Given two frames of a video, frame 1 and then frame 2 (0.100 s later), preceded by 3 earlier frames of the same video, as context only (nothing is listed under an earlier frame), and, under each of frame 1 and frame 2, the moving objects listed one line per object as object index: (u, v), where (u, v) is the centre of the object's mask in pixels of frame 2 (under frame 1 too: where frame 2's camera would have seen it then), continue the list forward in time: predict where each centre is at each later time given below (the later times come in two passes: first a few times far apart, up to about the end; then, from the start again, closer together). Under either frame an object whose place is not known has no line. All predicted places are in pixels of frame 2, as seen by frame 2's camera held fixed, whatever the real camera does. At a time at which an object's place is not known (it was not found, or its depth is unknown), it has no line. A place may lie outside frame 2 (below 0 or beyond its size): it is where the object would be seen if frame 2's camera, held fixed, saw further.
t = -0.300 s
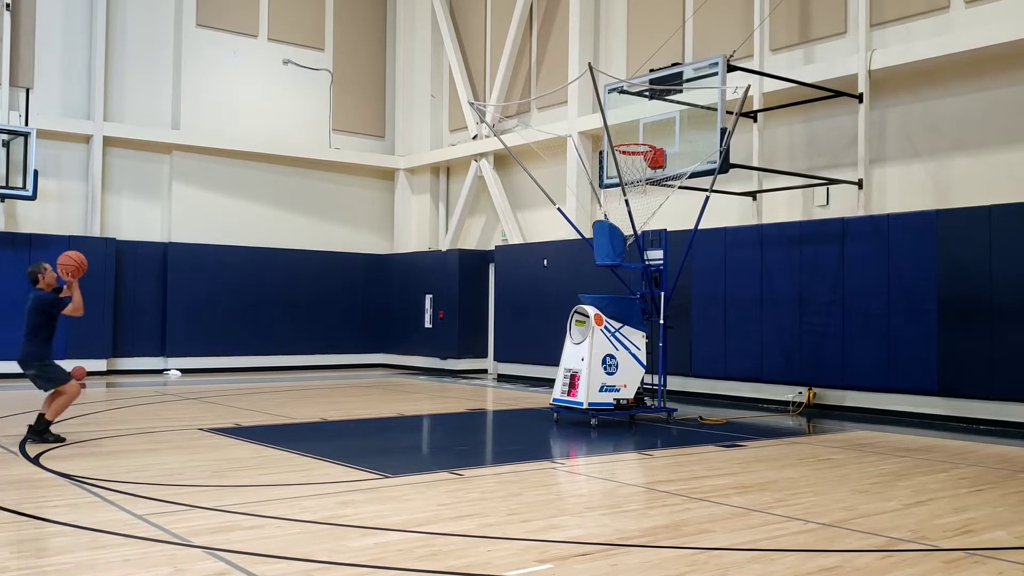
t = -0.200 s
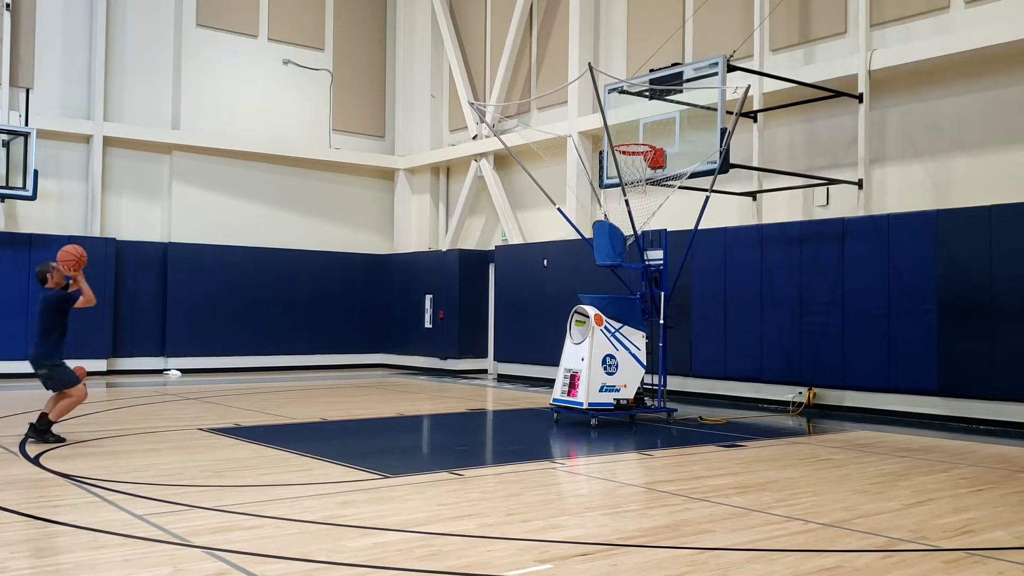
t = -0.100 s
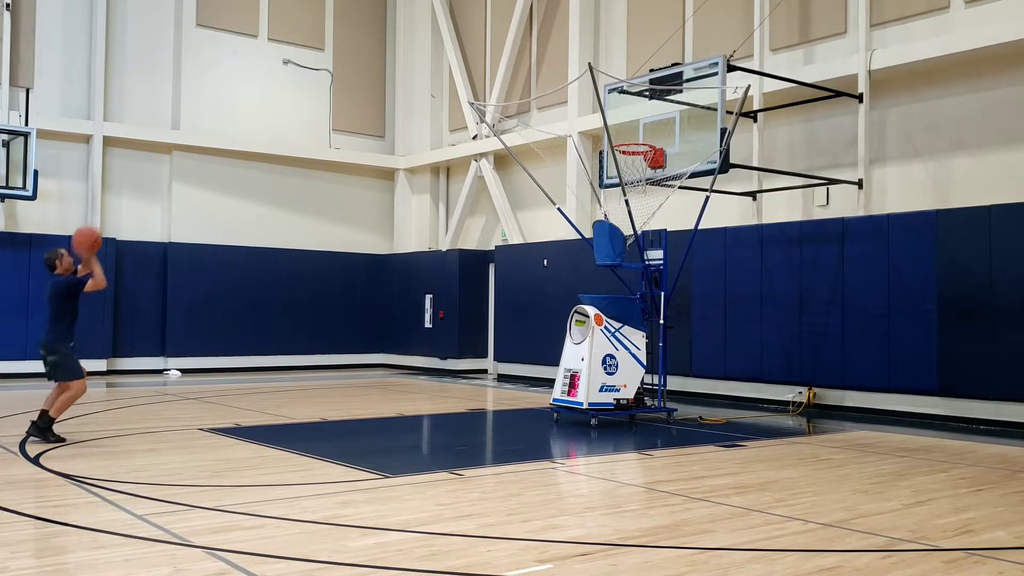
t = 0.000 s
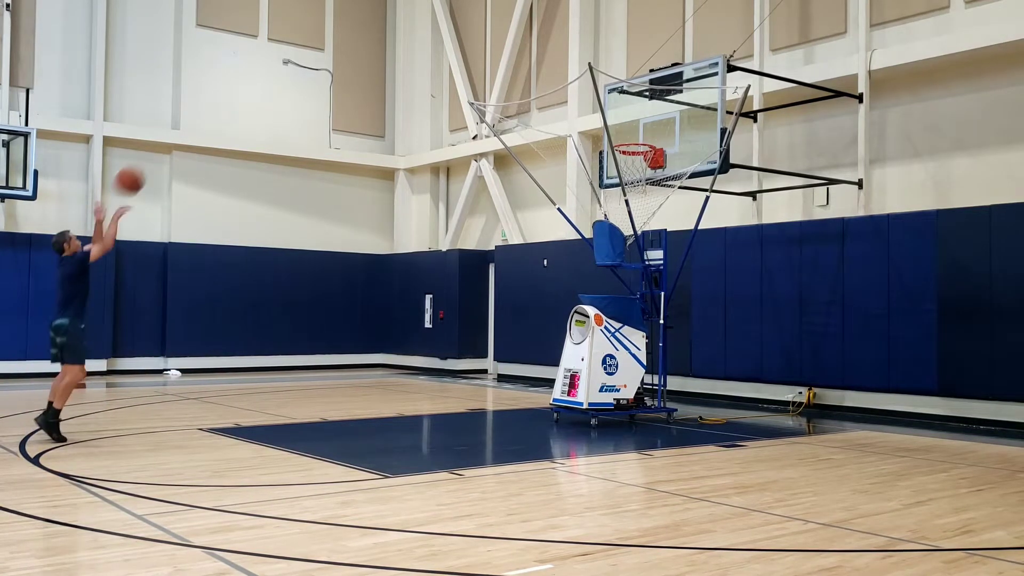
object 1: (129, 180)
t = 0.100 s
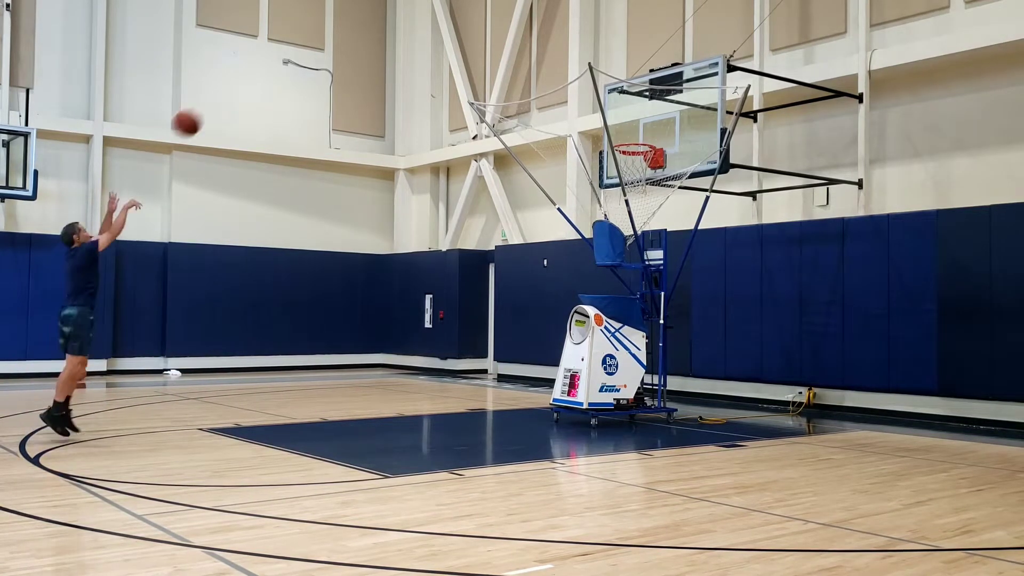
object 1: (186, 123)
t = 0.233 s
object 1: (259, 66)
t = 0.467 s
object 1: (370, 17)
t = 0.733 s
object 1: (482, 26)
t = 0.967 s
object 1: (569, 82)
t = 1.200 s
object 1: (644, 134)
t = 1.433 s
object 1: (664, 124)
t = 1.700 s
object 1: (665, 157)
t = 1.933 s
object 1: (638, 148)
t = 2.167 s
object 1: (608, 174)
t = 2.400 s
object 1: (585, 229)
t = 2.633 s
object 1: (604, 210)
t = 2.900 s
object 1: (636, 213)
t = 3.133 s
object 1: (642, 228)
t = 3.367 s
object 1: (625, 228)
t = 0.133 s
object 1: (206, 107)
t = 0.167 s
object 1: (224, 92)
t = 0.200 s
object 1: (241, 78)
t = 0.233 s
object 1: (259, 66)
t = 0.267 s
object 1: (276, 56)
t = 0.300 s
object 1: (293, 46)
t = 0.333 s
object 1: (309, 38)
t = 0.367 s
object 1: (324, 31)
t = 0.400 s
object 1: (340, 25)
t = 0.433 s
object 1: (355, 21)
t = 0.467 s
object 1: (370, 17)
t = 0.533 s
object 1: (399, 12)
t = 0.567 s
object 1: (414, 12)
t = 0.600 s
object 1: (428, 13)
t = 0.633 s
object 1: (442, 15)
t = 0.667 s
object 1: (455, 17)
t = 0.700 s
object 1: (469, 21)
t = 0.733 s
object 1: (482, 26)
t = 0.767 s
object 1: (495, 31)
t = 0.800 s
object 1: (508, 37)
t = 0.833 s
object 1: (520, 45)
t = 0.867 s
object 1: (532, 53)
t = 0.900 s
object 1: (545, 62)
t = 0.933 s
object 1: (557, 72)
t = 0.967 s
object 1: (569, 82)
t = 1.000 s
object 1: (581, 94)
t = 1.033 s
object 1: (590, 107)
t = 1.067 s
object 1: (603, 120)
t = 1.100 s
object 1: (616, 133)
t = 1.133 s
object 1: (624, 139)
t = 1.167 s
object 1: (634, 135)
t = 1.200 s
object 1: (644, 134)
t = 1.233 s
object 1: (653, 132)
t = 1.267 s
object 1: (663, 131)
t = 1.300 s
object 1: (664, 128)
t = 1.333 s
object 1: (664, 126)
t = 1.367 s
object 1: (664, 125)
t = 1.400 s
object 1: (664, 124)
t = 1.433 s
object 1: (664, 124)
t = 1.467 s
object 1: (665, 126)
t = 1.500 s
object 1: (665, 128)
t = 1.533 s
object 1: (665, 132)
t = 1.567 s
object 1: (666, 136)
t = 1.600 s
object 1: (666, 142)
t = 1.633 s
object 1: (666, 148)
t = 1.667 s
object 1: (667, 153)
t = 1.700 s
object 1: (665, 157)
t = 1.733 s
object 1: (662, 157)
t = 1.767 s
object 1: (658, 157)
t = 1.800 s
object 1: (655, 155)
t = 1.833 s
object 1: (651, 152)
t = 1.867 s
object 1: (646, 150)
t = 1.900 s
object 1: (642, 149)
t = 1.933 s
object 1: (638, 148)
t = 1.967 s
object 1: (633, 149)
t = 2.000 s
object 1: (629, 150)
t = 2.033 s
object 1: (625, 153)
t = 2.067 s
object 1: (622, 156)
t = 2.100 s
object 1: (618, 161)
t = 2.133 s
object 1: (613, 167)
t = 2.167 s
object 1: (608, 174)
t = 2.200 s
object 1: (606, 180)
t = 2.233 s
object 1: (602, 188)
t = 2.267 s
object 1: (598, 196)
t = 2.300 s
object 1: (595, 206)
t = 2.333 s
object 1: (591, 215)
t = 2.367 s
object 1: (587, 224)
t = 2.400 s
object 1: (585, 229)
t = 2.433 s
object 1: (584, 231)
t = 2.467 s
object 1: (585, 228)
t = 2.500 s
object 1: (586, 226)
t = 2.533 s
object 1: (590, 221)
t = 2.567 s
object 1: (595, 216)
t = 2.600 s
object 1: (600, 212)
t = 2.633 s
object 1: (604, 210)
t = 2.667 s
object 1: (608, 207)
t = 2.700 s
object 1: (612, 205)
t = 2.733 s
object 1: (615, 204)
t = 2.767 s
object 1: (618, 205)
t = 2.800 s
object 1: (623, 205)
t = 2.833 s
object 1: (628, 206)
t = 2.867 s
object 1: (632, 209)
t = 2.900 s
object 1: (636, 213)
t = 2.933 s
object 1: (641, 217)
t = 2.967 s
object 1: (644, 223)
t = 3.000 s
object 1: (646, 228)
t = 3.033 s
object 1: (647, 230)
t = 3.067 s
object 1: (646, 232)
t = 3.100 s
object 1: (644, 231)
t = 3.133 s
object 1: (642, 228)
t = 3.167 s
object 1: (638, 226)
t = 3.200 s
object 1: (636, 225)
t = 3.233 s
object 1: (631, 225)
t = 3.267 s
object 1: (630, 225)
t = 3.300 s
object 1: (628, 226)
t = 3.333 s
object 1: (625, 227)
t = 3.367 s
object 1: (625, 228)
